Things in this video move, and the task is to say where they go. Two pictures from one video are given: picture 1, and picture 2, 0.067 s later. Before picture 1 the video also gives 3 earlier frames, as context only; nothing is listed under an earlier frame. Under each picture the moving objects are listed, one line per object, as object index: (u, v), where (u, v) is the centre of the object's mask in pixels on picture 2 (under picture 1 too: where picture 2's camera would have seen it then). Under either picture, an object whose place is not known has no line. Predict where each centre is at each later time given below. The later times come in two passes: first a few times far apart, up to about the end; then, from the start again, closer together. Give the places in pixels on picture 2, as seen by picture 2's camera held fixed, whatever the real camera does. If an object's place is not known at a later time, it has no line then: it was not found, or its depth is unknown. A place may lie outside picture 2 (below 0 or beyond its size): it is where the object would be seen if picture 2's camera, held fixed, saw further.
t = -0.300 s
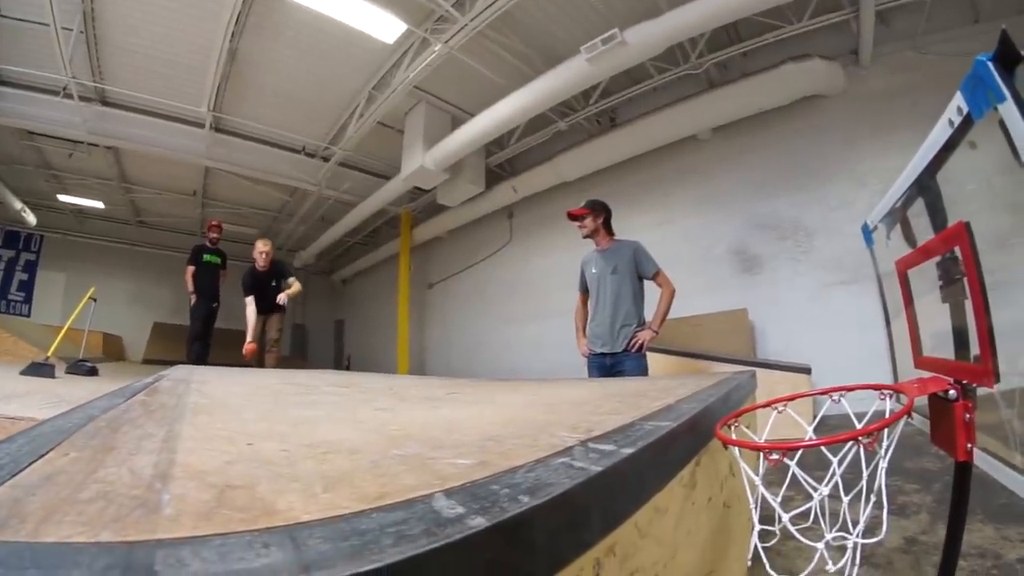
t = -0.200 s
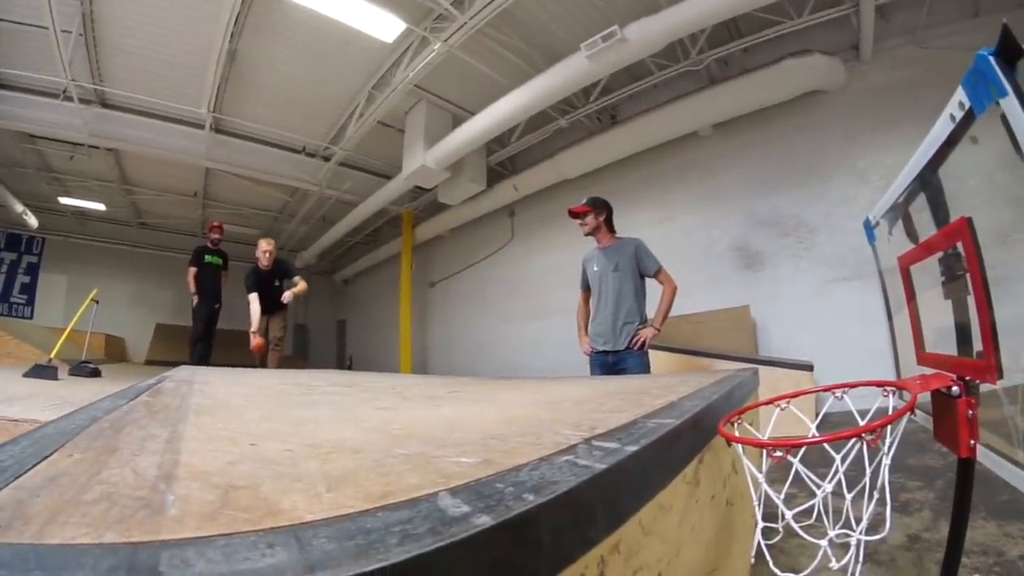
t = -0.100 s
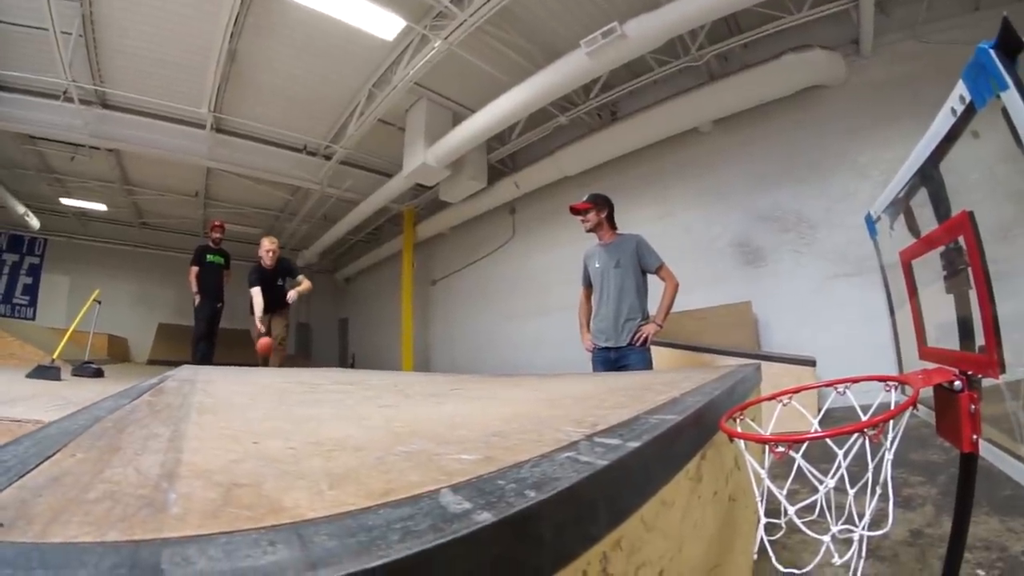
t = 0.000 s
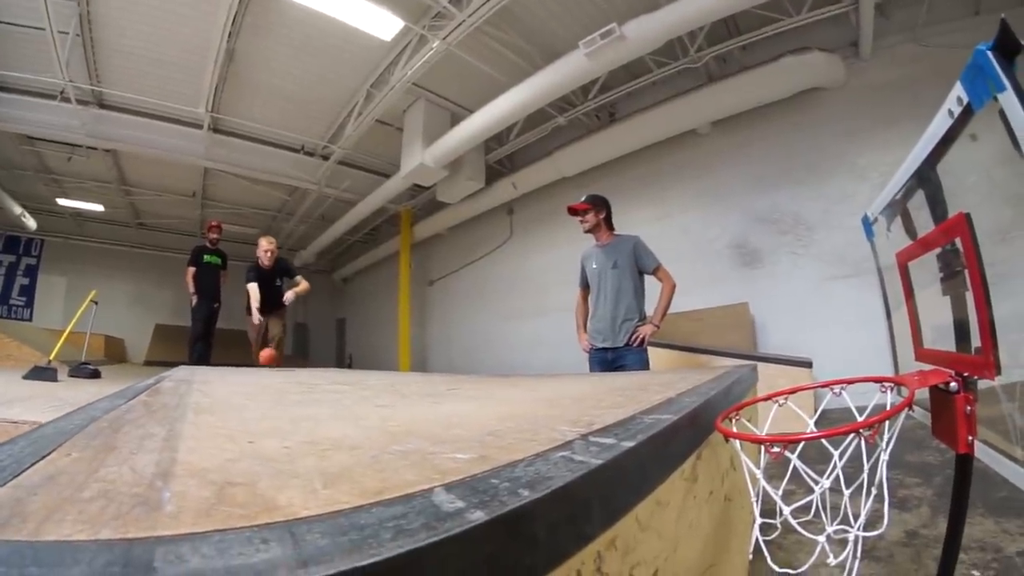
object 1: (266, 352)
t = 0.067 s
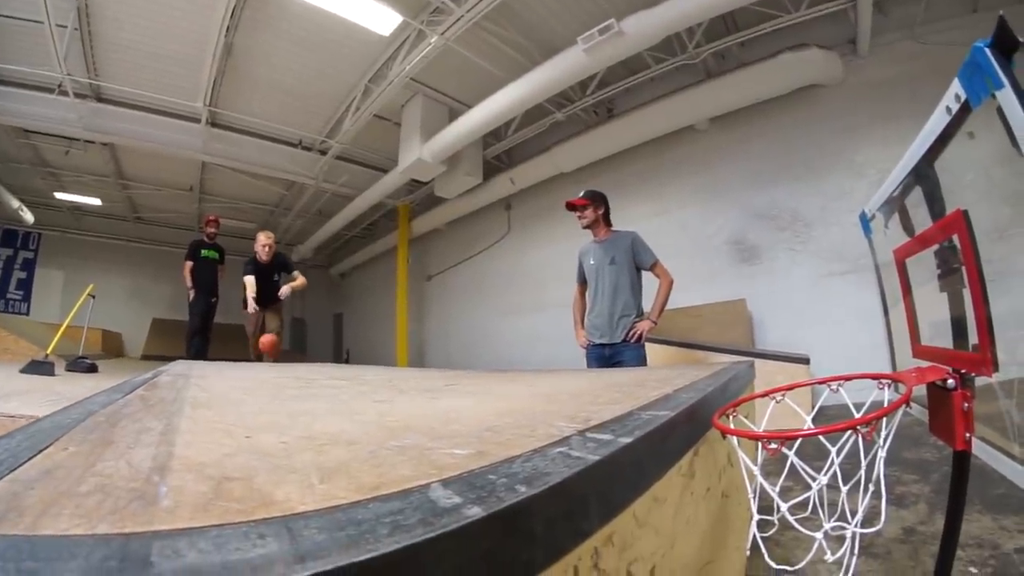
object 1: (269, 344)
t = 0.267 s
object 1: (281, 353)
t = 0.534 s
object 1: (303, 357)
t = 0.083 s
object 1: (270, 344)
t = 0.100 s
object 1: (270, 342)
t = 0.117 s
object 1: (271, 342)
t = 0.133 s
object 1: (273, 342)
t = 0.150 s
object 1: (273, 343)
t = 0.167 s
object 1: (274, 344)
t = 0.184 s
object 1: (275, 345)
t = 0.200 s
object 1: (277, 347)
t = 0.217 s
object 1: (278, 350)
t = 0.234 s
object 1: (278, 353)
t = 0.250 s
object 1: (280, 355)
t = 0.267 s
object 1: (281, 353)
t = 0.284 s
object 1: (283, 351)
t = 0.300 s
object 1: (284, 350)
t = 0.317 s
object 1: (284, 349)
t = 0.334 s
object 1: (287, 350)
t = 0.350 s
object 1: (288, 350)
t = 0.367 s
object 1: (289, 351)
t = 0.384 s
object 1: (290, 353)
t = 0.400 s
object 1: (292, 356)
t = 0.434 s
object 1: (294, 353)
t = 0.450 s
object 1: (295, 352)
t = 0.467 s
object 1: (296, 352)
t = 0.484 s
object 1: (298, 352)
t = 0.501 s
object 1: (300, 353)
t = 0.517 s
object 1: (301, 355)
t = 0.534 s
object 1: (303, 357)
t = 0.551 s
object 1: (305, 356)
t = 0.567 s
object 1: (307, 354)
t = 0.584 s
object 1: (309, 354)
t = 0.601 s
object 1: (310, 354)
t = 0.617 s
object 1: (312, 355)
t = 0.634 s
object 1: (315, 357)
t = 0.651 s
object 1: (317, 356)
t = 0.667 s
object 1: (319, 354)
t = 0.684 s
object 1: (322, 353)
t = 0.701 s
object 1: (324, 353)
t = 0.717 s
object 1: (328, 354)
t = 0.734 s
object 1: (331, 355)
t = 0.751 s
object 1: (334, 357)
